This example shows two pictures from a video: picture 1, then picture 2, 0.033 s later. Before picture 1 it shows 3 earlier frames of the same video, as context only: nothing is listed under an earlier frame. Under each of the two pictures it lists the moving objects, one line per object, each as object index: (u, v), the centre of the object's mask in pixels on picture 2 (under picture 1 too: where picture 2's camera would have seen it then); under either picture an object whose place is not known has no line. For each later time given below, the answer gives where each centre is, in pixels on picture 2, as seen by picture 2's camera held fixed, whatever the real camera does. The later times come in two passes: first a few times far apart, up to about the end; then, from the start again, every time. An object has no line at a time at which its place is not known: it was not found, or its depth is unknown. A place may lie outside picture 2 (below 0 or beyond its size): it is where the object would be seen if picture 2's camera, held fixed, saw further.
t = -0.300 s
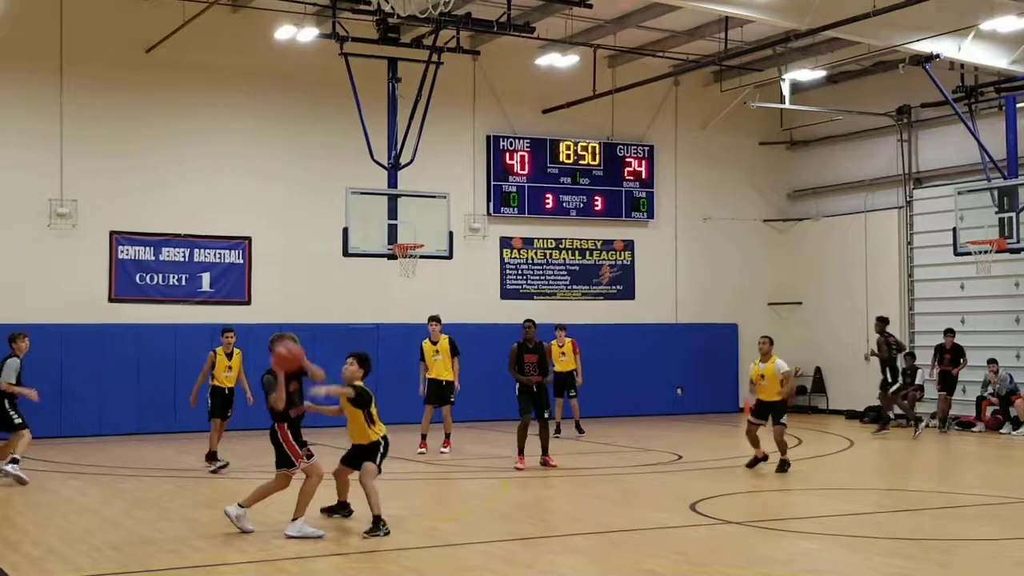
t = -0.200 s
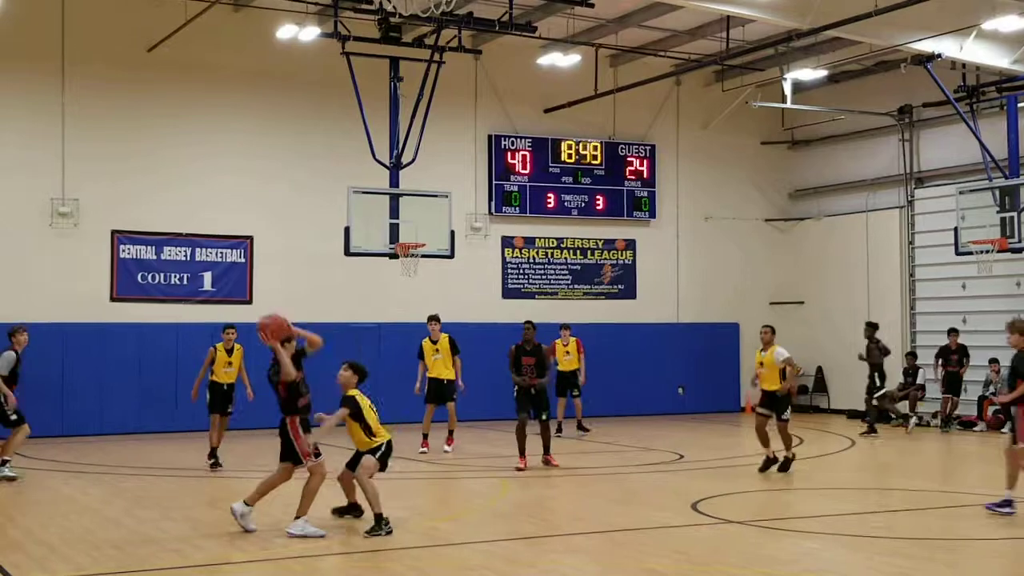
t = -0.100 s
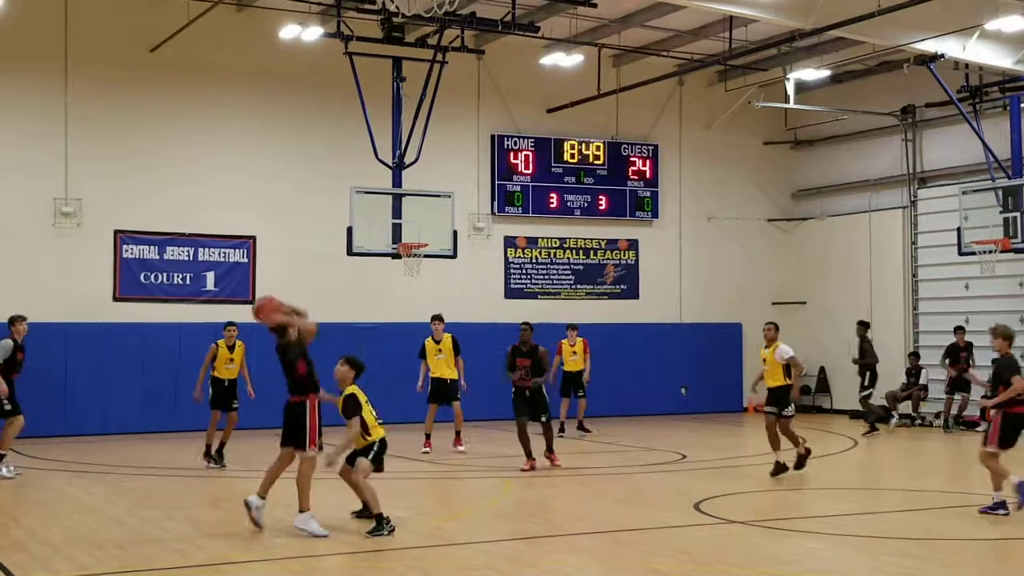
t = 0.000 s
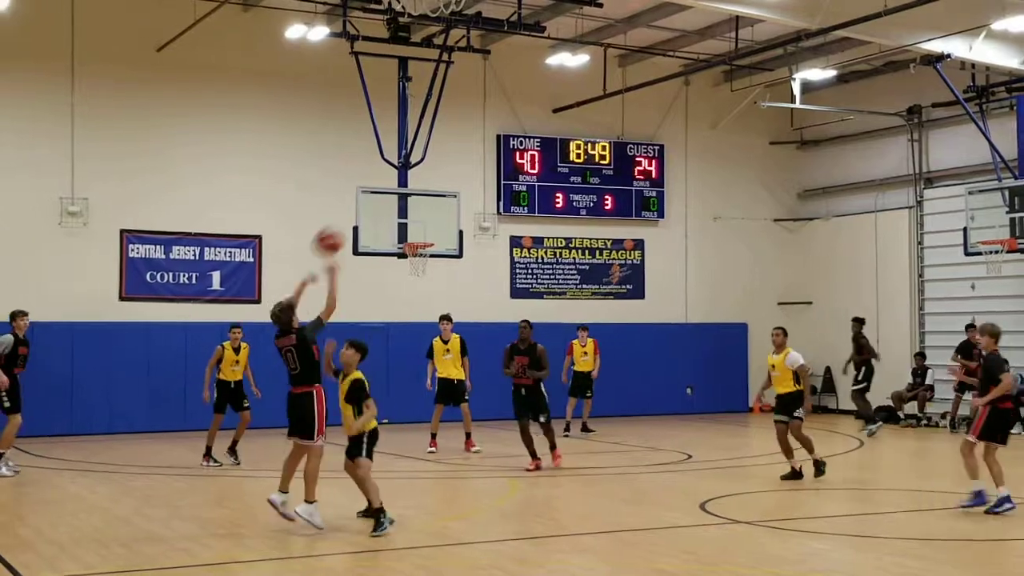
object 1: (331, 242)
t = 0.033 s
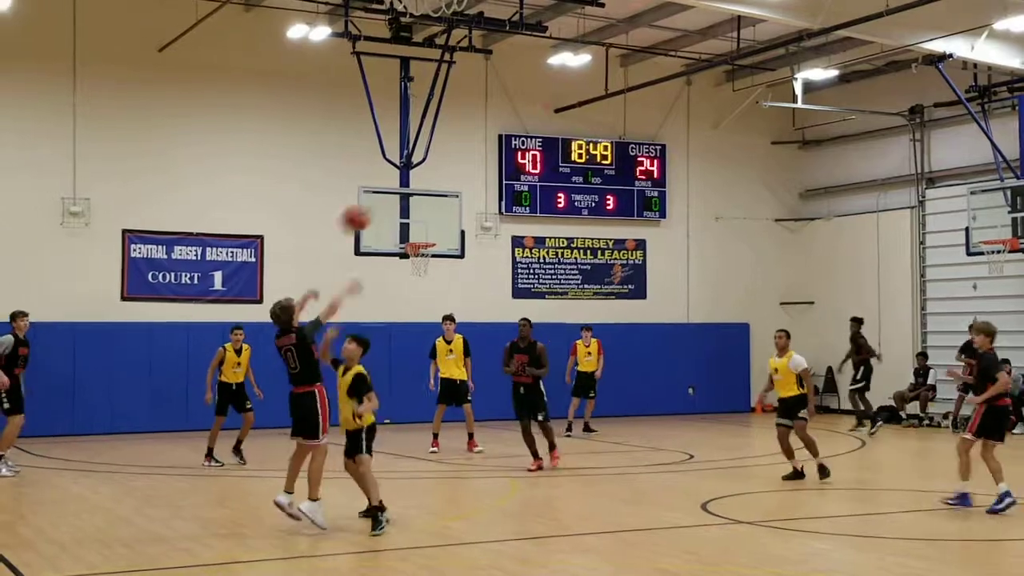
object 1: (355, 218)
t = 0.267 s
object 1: (499, 117)
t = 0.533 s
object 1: (616, 88)
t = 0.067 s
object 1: (379, 199)
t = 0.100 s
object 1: (402, 180)
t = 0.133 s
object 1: (422, 165)
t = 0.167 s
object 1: (444, 150)
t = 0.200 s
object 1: (463, 139)
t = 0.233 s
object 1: (481, 127)
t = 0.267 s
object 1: (499, 117)
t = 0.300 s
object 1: (516, 110)
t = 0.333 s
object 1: (532, 104)
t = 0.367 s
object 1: (547, 98)
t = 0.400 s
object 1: (562, 93)
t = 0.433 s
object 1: (577, 91)
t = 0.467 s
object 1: (591, 89)
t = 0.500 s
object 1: (605, 87)
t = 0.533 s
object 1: (616, 88)
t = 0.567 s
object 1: (631, 89)
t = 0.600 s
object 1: (643, 91)
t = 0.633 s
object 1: (655, 94)
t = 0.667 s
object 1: (667, 98)
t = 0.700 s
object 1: (678, 103)
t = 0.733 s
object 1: (689, 108)
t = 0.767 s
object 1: (697, 113)
